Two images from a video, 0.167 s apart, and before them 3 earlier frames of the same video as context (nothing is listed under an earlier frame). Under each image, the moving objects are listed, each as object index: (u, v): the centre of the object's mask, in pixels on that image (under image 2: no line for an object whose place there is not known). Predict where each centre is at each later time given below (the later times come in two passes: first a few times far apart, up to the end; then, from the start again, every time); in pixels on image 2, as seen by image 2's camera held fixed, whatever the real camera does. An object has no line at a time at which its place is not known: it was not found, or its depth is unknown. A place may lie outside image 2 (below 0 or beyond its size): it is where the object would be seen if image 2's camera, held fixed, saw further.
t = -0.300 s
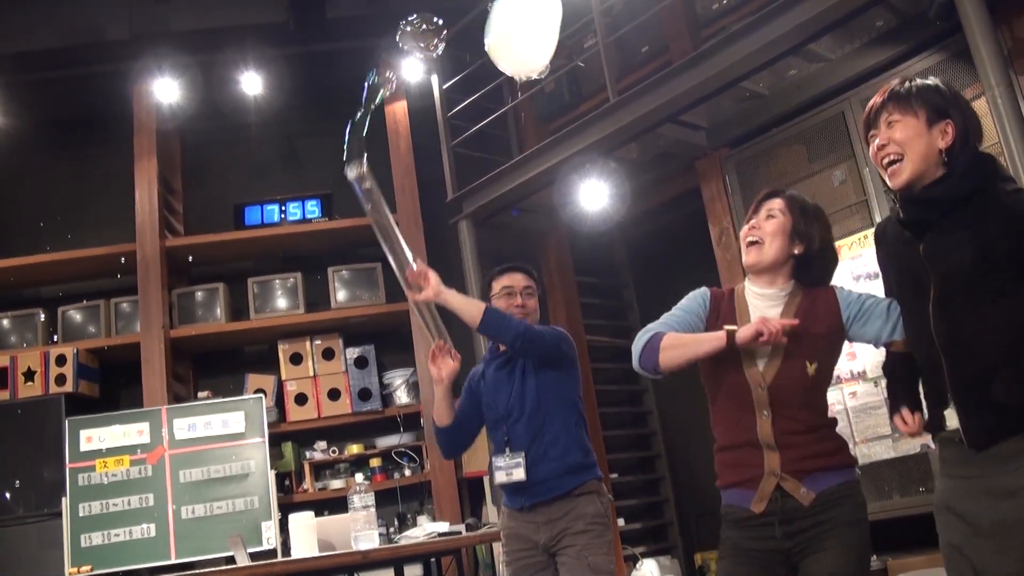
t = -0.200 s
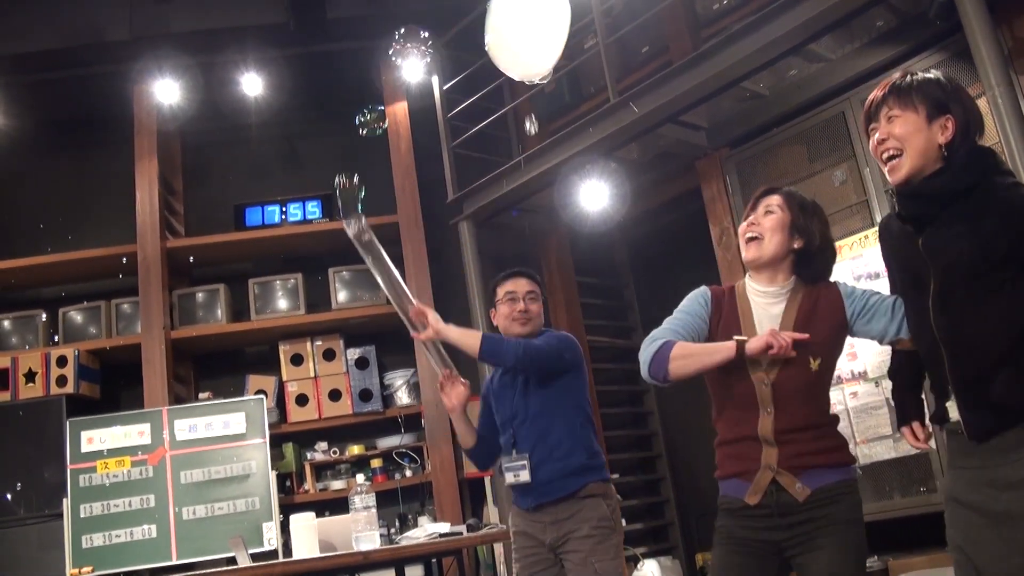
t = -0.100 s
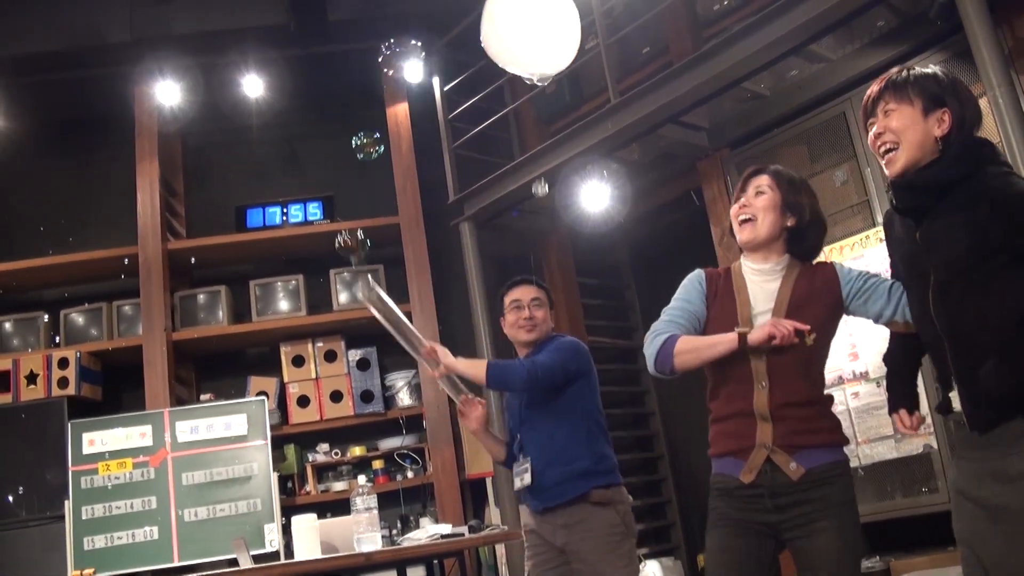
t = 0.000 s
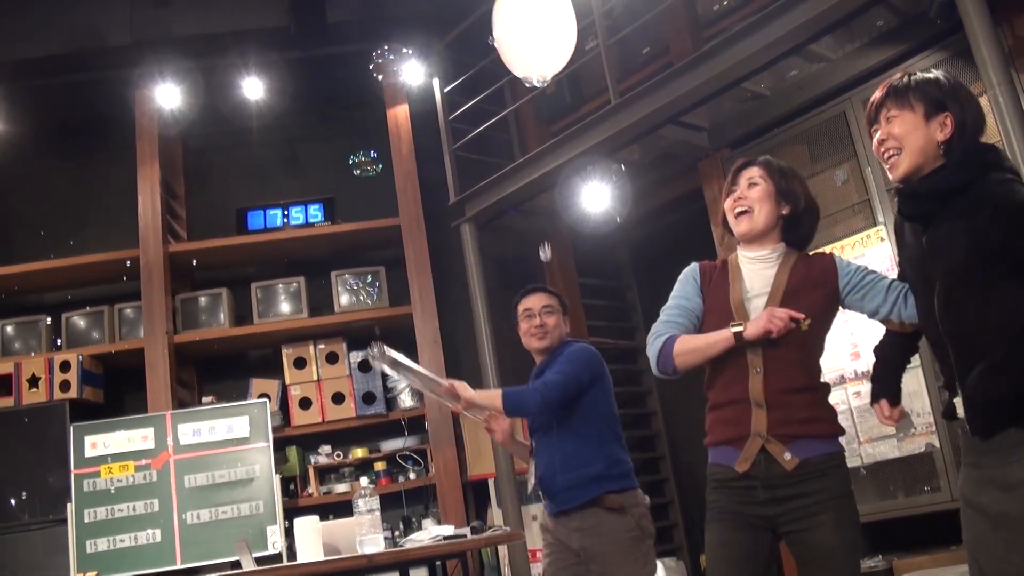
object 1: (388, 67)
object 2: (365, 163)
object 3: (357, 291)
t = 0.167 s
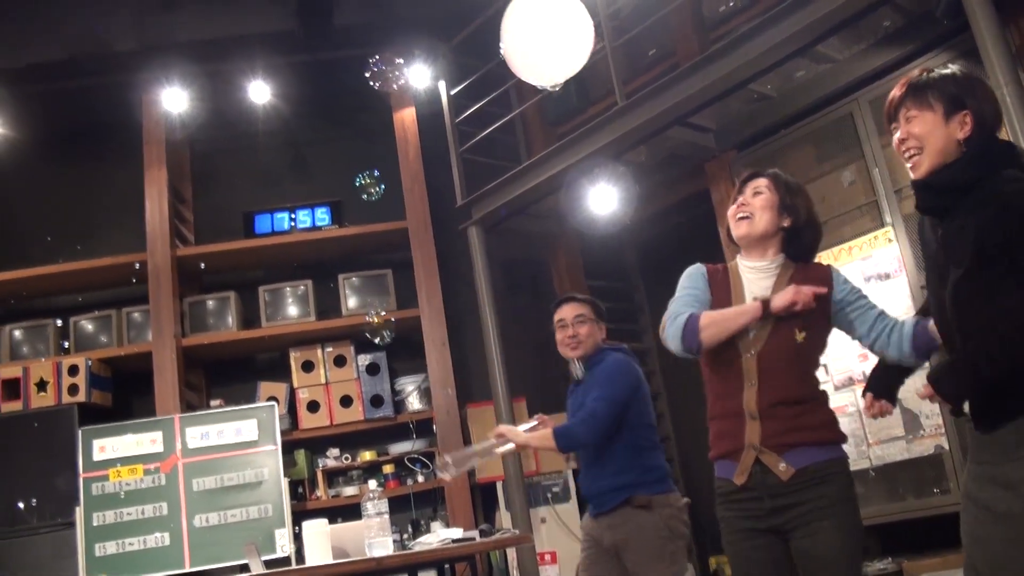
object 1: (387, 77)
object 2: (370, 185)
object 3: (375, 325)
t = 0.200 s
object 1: (386, 77)
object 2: (370, 188)
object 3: (377, 330)
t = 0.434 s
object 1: (372, 79)
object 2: (365, 207)
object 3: (397, 356)
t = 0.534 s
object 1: (369, 81)
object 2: (364, 214)
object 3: (401, 363)
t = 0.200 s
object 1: (386, 77)
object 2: (370, 188)
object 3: (377, 330)
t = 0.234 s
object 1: (384, 77)
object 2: (369, 191)
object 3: (380, 334)
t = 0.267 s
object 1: (382, 76)
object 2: (368, 194)
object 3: (382, 338)
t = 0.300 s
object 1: (381, 77)
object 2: (368, 197)
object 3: (383, 340)
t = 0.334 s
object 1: (380, 78)
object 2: (367, 199)
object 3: (386, 342)
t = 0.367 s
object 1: (376, 79)
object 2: (367, 202)
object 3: (392, 348)
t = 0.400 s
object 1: (374, 79)
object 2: (366, 205)
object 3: (392, 351)
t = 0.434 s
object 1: (372, 79)
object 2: (365, 207)
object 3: (397, 356)
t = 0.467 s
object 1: (371, 80)
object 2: (365, 210)
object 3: (398, 358)
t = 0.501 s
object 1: (370, 80)
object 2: (364, 212)
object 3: (400, 361)
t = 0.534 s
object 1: (369, 81)
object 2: (364, 214)
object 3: (401, 363)
